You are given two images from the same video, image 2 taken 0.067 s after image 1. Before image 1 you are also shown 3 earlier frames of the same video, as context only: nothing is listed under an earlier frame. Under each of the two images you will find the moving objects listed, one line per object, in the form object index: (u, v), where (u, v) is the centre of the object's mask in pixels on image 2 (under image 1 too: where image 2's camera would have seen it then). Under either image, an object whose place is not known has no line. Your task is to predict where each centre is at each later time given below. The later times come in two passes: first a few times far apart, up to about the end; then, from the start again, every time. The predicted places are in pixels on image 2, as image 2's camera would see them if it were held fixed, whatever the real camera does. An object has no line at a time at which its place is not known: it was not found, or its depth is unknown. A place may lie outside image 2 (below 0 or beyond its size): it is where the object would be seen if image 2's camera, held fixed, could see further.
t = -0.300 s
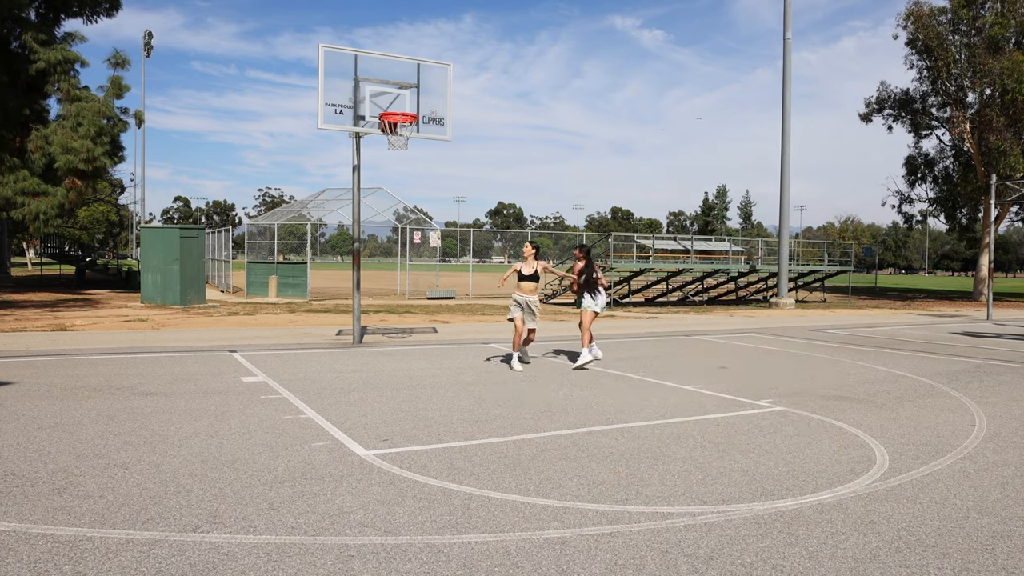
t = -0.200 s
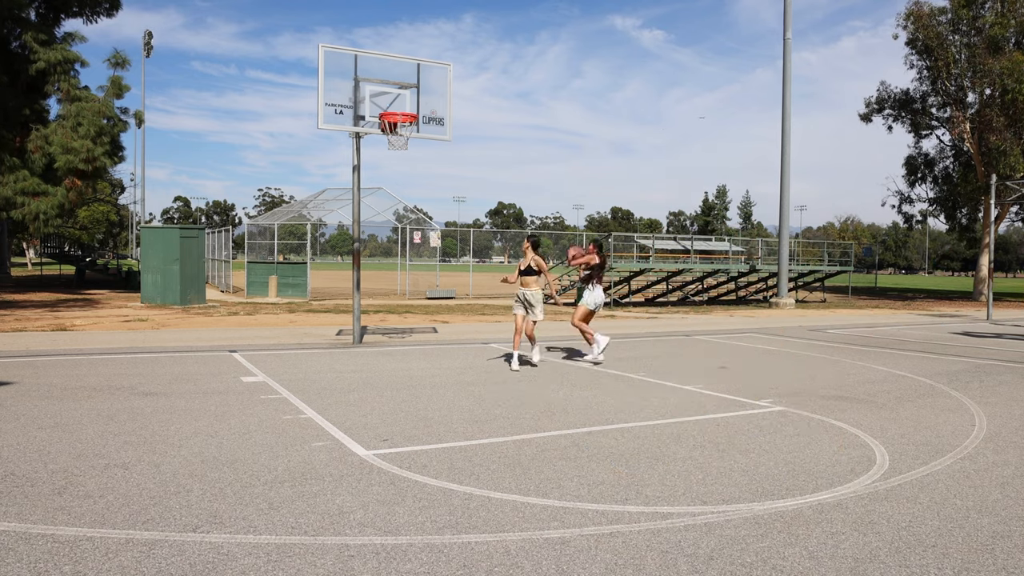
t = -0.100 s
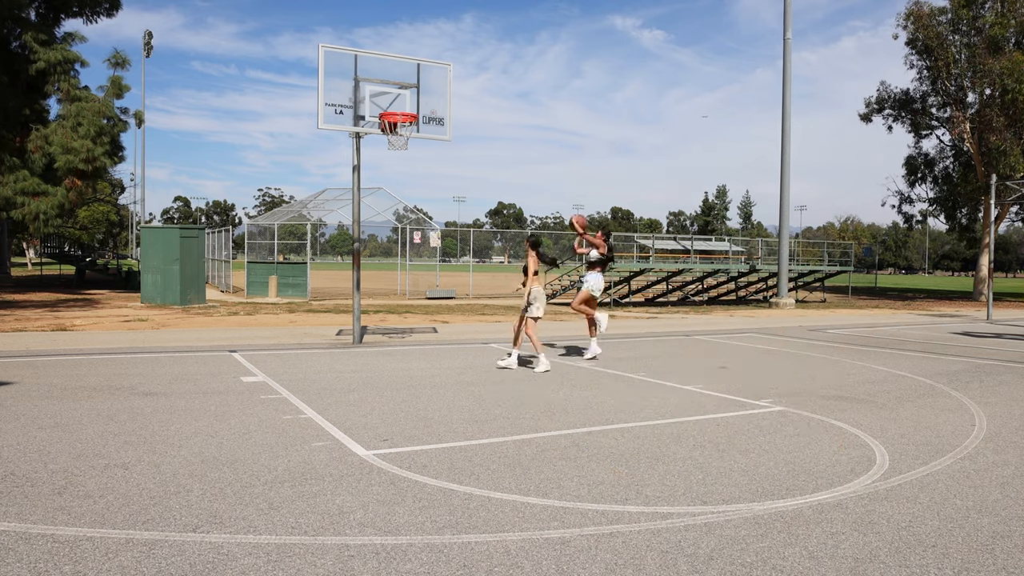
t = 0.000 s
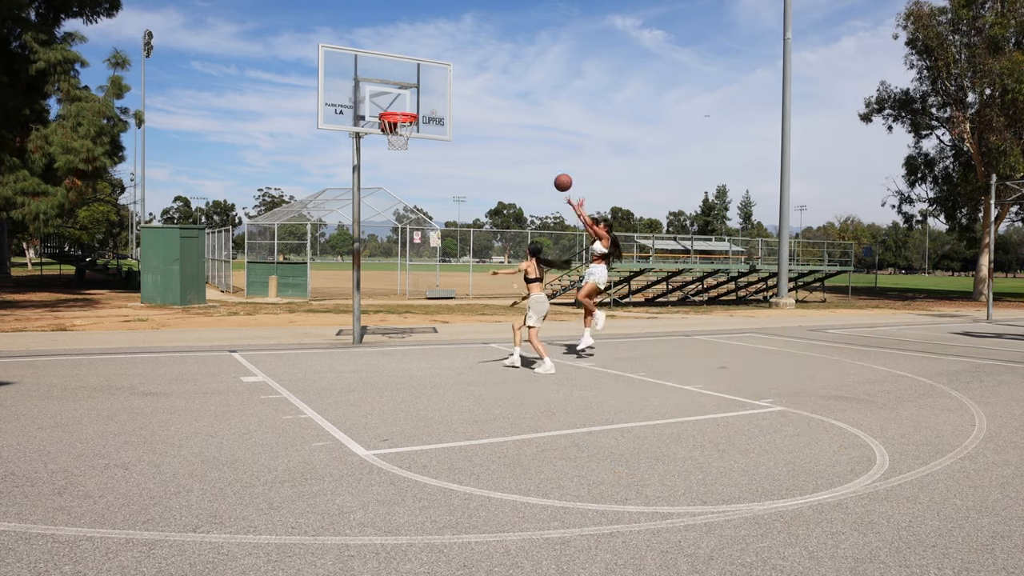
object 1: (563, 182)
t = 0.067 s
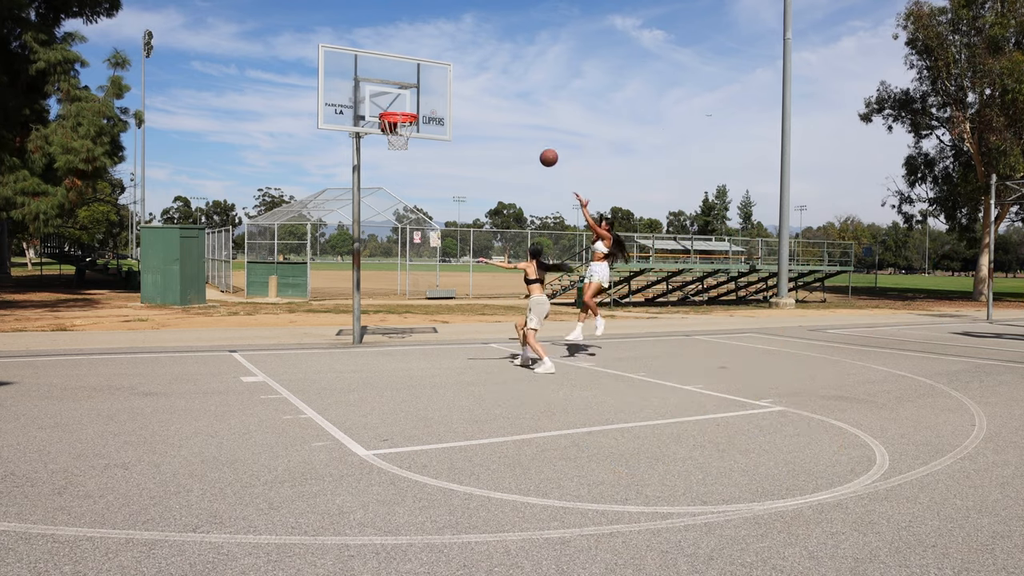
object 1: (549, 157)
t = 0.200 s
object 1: (520, 118)
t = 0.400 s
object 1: (477, 85)
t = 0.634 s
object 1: (426, 84)
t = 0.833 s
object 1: (388, 102)
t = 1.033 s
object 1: (377, 88)
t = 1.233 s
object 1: (366, 103)
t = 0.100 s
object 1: (541, 146)
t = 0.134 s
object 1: (534, 136)
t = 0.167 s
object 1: (527, 127)
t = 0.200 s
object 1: (520, 118)
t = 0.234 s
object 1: (513, 111)
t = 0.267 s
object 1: (505, 104)
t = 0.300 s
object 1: (498, 98)
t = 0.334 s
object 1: (491, 92)
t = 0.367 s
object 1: (484, 88)
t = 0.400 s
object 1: (477, 85)
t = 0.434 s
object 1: (470, 82)
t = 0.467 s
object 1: (462, 80)
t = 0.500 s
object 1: (455, 79)
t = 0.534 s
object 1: (448, 79)
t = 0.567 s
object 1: (441, 80)
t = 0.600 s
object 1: (433, 82)
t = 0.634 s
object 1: (426, 84)
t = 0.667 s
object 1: (419, 87)
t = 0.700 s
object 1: (412, 92)
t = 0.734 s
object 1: (405, 96)
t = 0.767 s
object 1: (397, 102)
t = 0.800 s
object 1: (391, 106)
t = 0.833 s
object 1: (388, 102)
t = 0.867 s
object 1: (386, 98)
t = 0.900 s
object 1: (384, 94)
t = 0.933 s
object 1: (382, 91)
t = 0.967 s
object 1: (380, 89)
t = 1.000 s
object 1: (378, 88)
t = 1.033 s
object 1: (377, 88)
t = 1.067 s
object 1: (375, 88)
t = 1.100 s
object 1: (373, 90)
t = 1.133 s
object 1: (371, 91)
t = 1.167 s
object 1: (370, 94)
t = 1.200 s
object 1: (368, 98)
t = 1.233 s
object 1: (366, 103)
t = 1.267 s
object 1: (364, 109)
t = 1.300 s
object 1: (362, 115)
